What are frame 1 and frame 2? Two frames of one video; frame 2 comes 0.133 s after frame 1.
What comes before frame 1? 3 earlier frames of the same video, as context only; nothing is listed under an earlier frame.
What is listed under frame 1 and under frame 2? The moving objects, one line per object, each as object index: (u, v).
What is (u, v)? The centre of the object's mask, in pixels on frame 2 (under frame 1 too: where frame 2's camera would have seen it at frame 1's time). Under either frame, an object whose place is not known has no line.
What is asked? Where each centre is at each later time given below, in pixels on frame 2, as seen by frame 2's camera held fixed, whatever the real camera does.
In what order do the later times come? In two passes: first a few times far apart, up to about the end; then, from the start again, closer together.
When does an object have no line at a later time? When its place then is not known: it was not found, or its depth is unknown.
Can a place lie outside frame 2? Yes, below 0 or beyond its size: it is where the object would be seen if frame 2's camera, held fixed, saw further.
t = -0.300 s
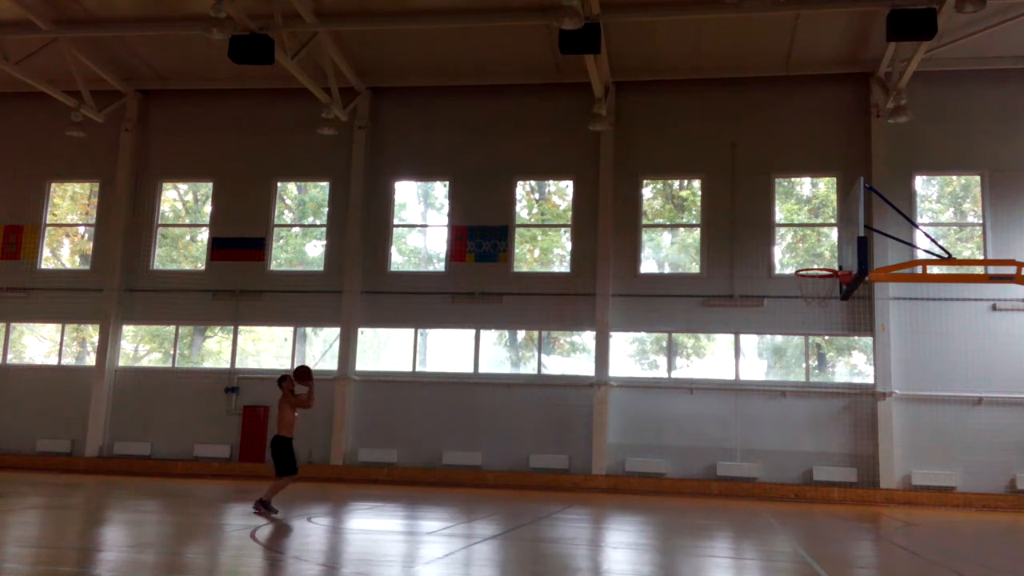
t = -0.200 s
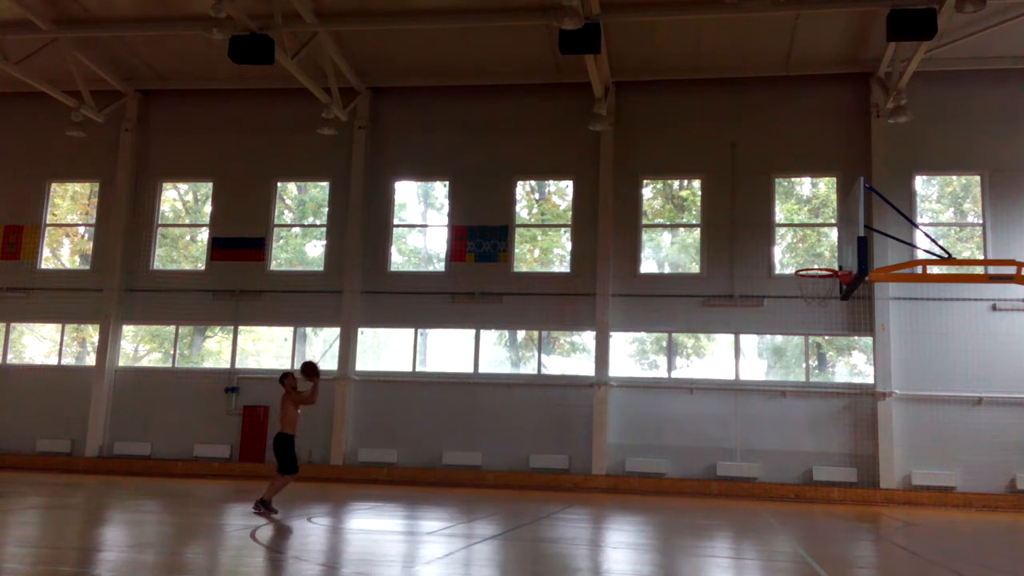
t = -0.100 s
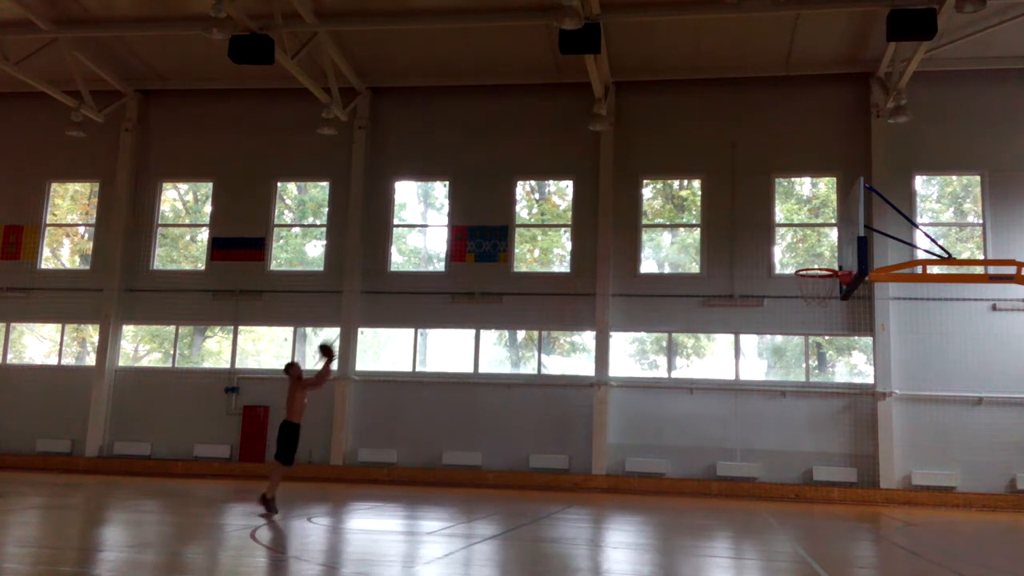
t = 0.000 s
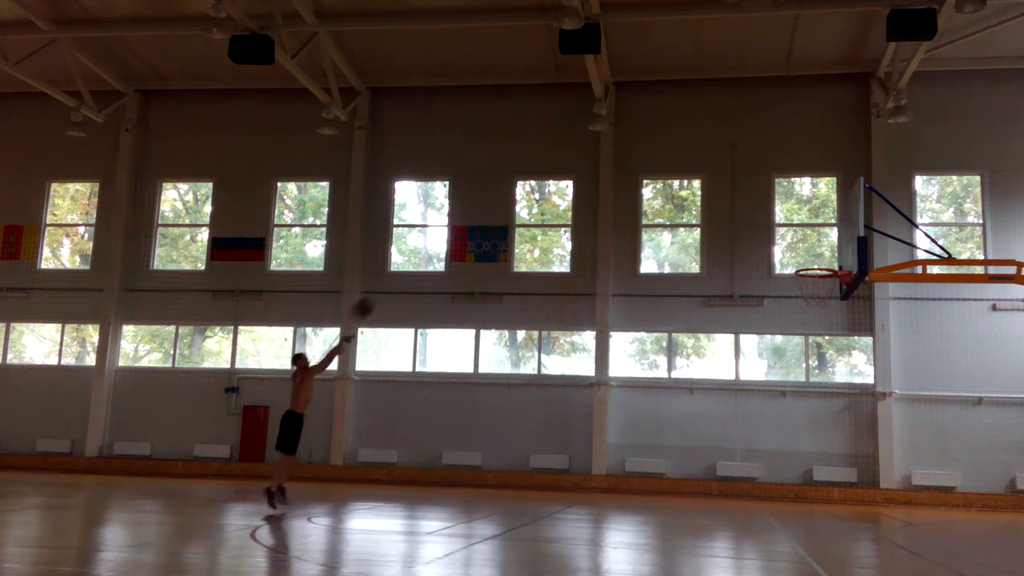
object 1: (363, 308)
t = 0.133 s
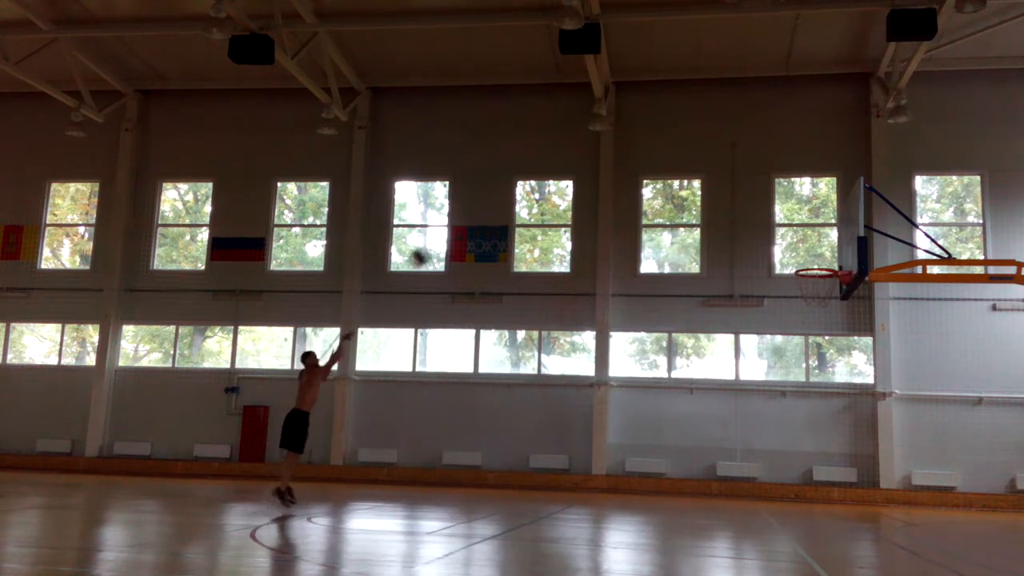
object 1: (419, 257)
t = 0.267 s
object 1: (474, 219)
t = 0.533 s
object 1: (582, 179)
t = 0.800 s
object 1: (691, 193)
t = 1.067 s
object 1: (806, 261)
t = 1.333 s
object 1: (838, 340)
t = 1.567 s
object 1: (843, 445)
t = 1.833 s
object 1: (828, 479)
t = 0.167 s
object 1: (433, 249)
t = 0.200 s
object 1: (449, 236)
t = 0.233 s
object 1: (460, 224)
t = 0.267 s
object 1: (474, 219)
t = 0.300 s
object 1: (488, 210)
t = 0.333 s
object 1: (500, 204)
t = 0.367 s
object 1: (512, 199)
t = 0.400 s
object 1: (529, 192)
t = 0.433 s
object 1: (541, 189)
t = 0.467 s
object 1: (555, 185)
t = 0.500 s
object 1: (569, 181)
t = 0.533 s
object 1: (582, 179)
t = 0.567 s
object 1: (595, 179)
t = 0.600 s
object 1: (608, 178)
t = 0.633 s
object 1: (623, 178)
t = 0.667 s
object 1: (635, 179)
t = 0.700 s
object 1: (649, 181)
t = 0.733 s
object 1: (664, 185)
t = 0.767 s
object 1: (676, 189)
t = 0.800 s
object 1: (691, 193)
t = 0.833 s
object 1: (707, 199)
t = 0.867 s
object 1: (719, 205)
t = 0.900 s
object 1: (732, 212)
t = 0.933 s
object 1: (747, 220)
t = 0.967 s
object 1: (761, 229)
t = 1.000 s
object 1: (775, 239)
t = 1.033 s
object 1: (791, 250)
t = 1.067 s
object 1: (806, 261)
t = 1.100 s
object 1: (822, 278)
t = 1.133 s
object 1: (832, 288)
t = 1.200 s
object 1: (836, 305)
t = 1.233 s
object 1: (836, 312)
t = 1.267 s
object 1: (837, 321)
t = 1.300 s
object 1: (837, 330)
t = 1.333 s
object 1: (838, 340)
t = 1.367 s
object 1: (838, 352)
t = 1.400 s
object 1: (838, 366)
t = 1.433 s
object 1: (839, 381)
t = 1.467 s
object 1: (841, 396)
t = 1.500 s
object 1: (841, 410)
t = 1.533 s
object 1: (842, 427)
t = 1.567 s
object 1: (843, 445)
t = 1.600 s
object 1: (844, 462)
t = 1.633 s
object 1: (846, 486)
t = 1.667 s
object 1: (847, 506)
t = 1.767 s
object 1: (838, 506)
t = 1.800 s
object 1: (833, 492)
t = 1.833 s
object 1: (828, 479)
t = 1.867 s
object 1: (822, 466)
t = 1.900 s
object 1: (817, 456)
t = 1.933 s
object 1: (812, 447)
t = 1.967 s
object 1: (807, 437)
